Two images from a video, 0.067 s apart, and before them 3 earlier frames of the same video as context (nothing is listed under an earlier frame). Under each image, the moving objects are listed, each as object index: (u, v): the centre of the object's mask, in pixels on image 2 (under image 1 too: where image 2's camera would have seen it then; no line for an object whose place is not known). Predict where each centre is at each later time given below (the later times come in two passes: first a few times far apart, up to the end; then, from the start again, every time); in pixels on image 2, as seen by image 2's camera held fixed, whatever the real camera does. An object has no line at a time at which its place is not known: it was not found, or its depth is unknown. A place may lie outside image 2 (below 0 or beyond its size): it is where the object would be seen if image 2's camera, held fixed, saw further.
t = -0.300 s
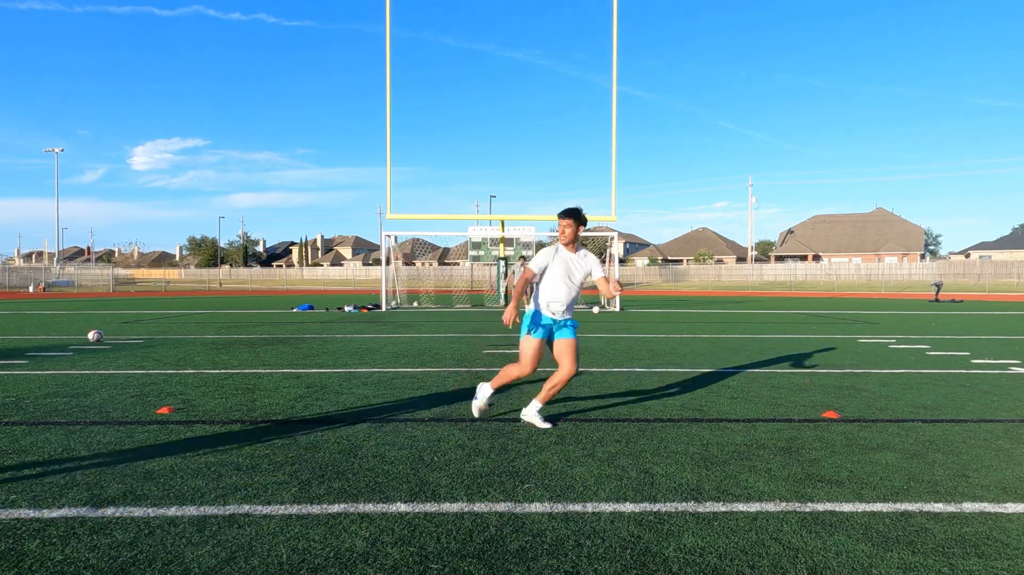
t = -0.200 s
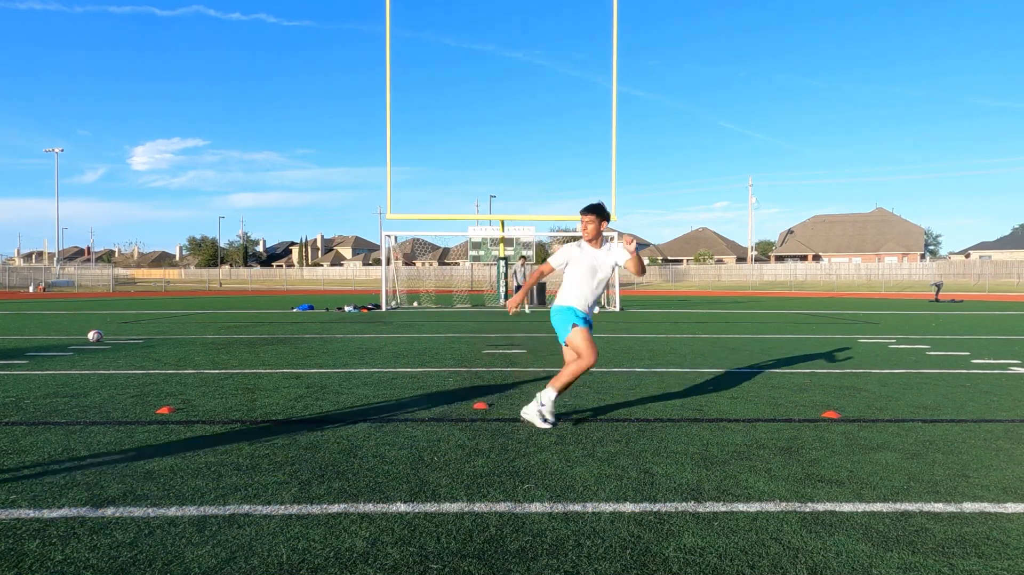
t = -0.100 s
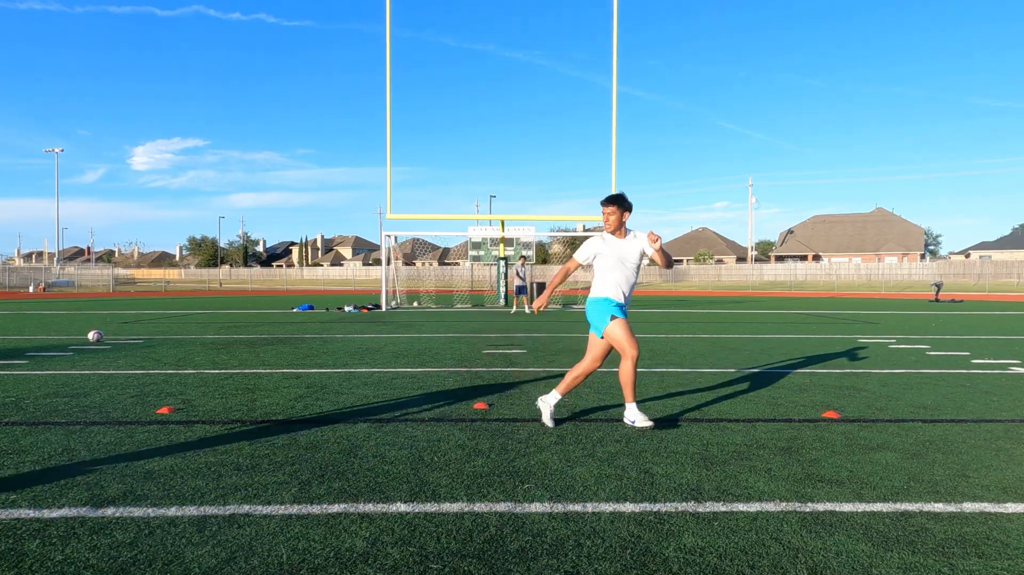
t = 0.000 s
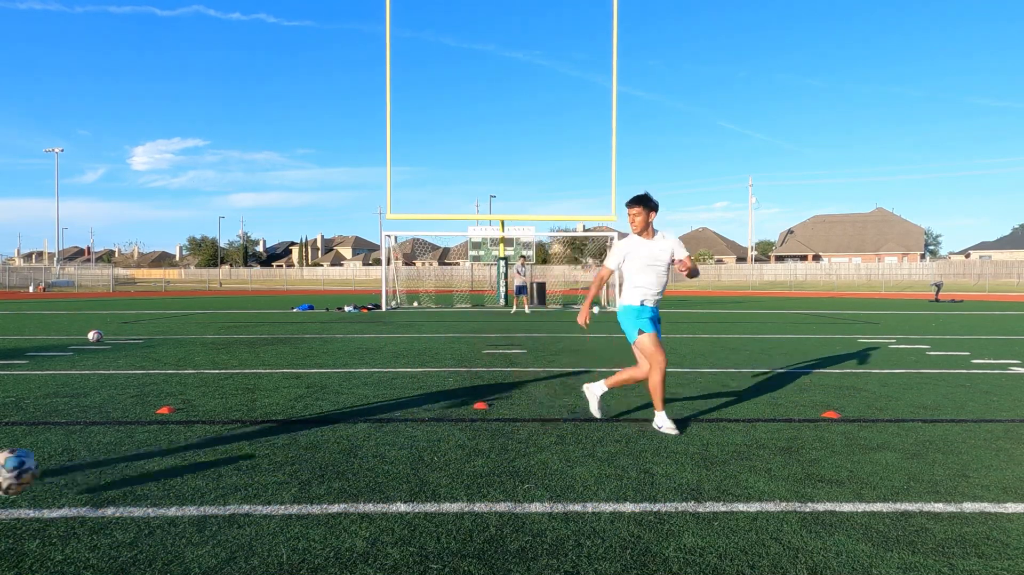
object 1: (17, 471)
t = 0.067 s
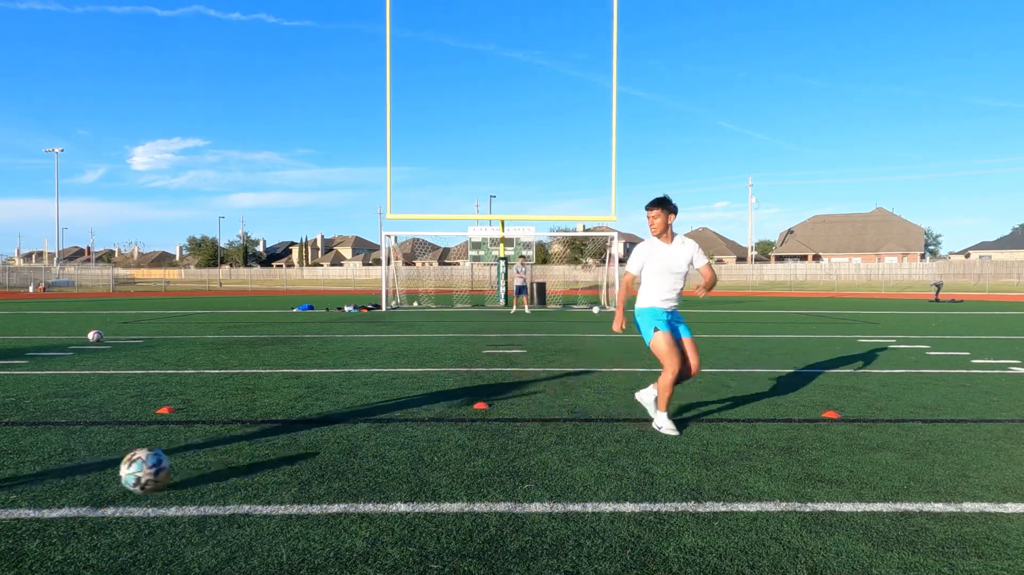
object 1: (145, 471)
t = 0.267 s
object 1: (418, 442)
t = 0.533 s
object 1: (634, 420)
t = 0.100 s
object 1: (201, 466)
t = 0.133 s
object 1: (249, 456)
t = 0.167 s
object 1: (294, 450)
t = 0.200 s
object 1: (337, 445)
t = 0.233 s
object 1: (378, 442)
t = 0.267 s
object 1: (418, 442)
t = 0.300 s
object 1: (454, 442)
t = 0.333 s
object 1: (482, 436)
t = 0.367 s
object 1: (513, 432)
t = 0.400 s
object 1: (541, 428)
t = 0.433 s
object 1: (567, 427)
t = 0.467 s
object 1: (592, 428)
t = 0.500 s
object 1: (614, 425)
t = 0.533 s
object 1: (634, 420)
